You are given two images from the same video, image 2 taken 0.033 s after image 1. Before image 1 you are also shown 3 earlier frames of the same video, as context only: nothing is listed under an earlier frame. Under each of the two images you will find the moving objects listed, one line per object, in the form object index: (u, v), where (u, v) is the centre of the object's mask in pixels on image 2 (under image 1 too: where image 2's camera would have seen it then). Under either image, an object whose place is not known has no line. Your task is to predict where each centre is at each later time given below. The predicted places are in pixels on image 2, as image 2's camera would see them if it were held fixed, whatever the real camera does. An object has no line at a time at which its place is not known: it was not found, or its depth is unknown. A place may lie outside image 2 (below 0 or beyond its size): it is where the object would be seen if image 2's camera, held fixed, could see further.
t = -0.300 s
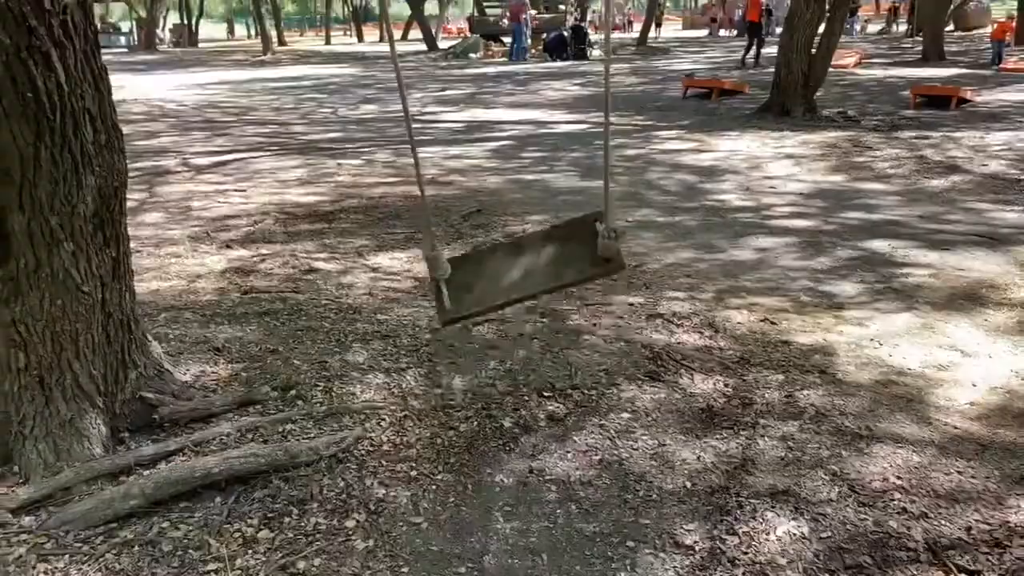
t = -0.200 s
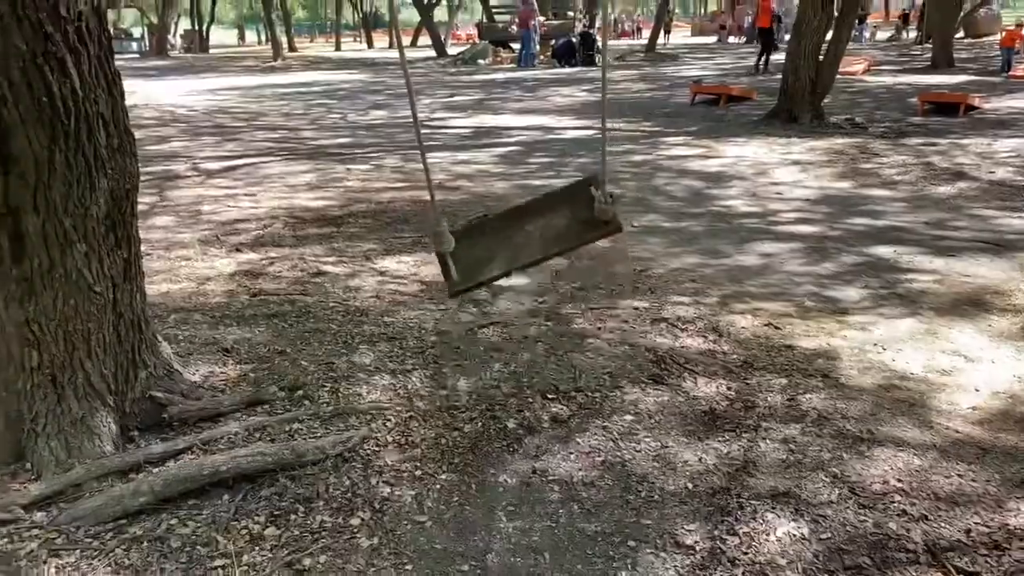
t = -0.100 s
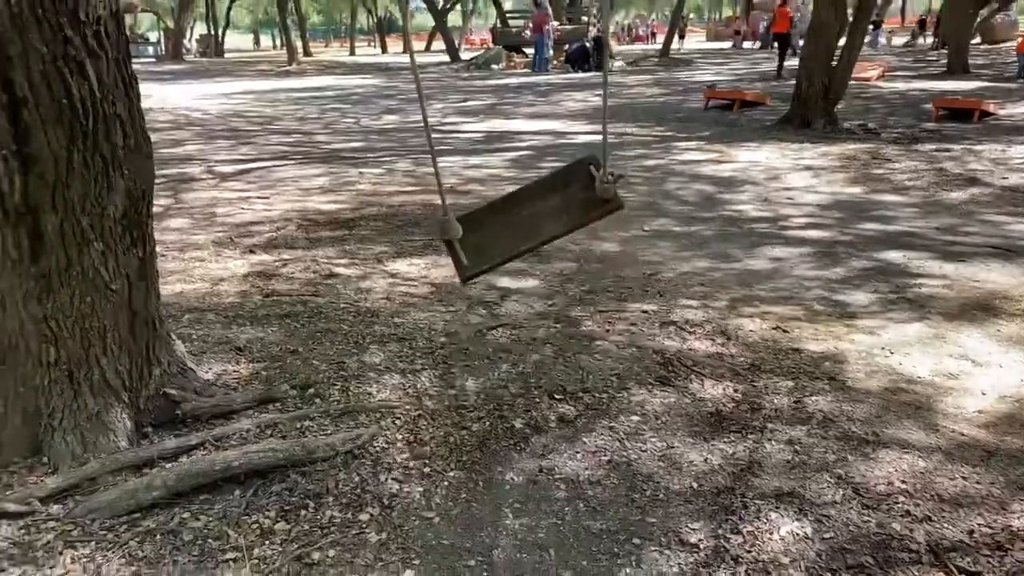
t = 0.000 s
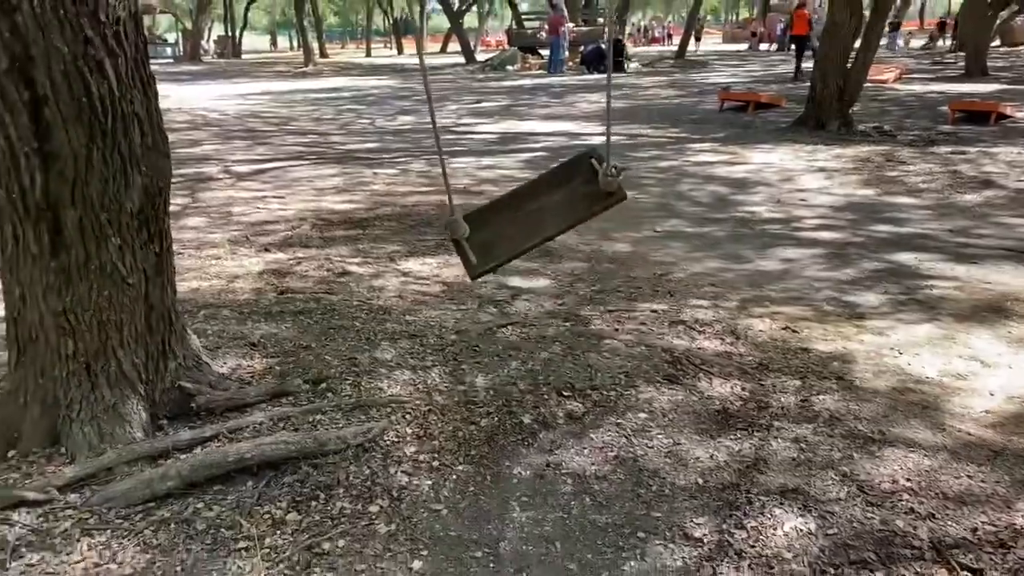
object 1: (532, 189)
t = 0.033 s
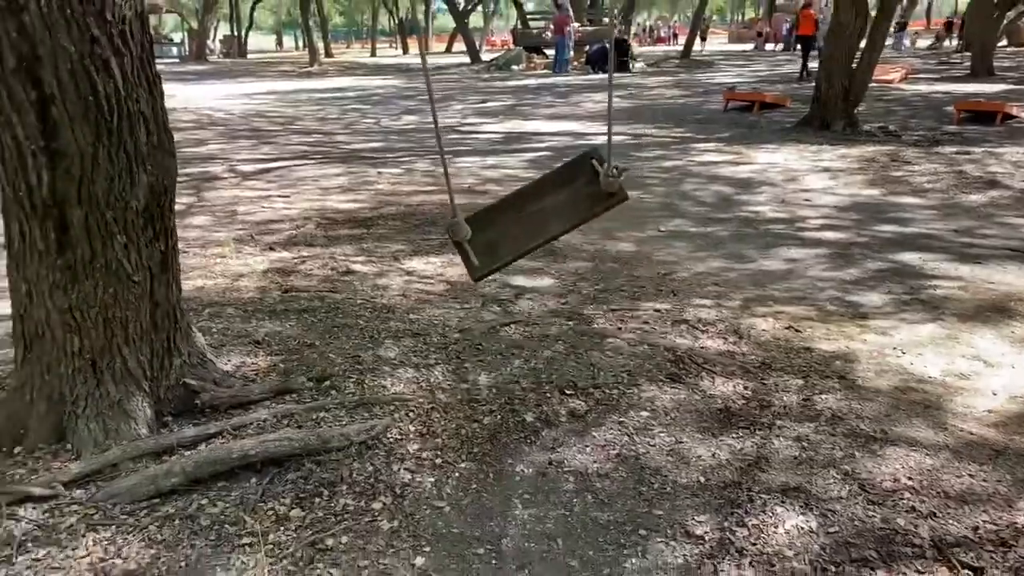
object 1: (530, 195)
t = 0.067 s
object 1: (530, 195)
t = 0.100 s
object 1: (528, 201)
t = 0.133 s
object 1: (526, 207)
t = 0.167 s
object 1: (524, 212)
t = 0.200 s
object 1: (520, 222)
